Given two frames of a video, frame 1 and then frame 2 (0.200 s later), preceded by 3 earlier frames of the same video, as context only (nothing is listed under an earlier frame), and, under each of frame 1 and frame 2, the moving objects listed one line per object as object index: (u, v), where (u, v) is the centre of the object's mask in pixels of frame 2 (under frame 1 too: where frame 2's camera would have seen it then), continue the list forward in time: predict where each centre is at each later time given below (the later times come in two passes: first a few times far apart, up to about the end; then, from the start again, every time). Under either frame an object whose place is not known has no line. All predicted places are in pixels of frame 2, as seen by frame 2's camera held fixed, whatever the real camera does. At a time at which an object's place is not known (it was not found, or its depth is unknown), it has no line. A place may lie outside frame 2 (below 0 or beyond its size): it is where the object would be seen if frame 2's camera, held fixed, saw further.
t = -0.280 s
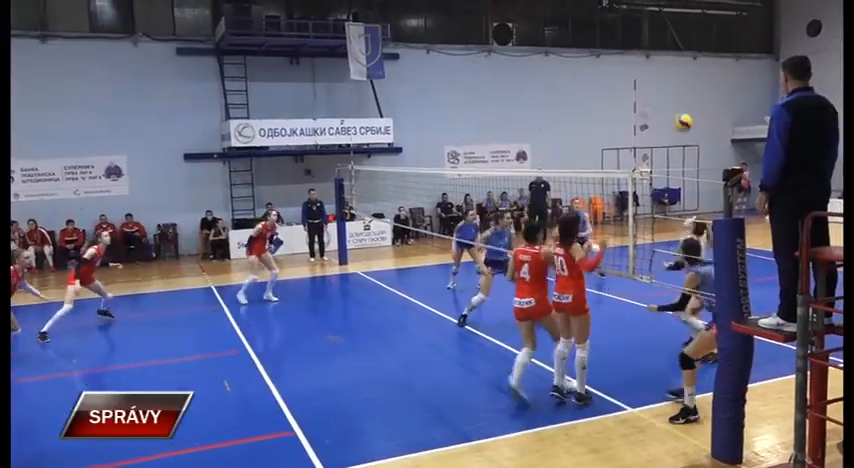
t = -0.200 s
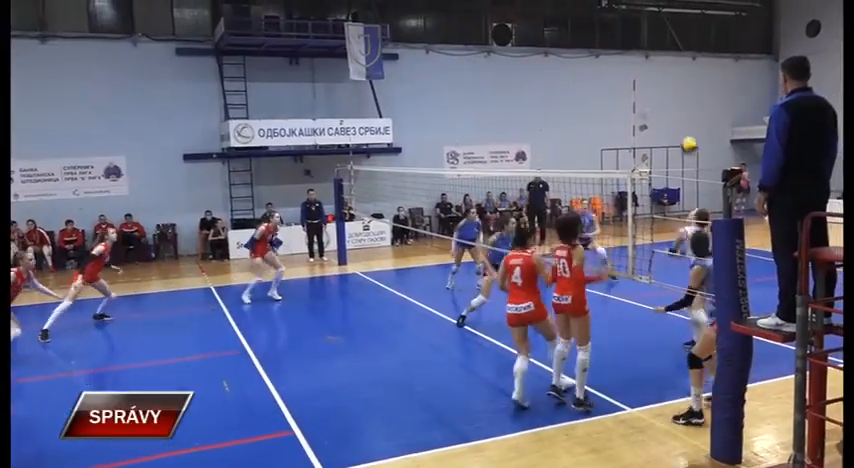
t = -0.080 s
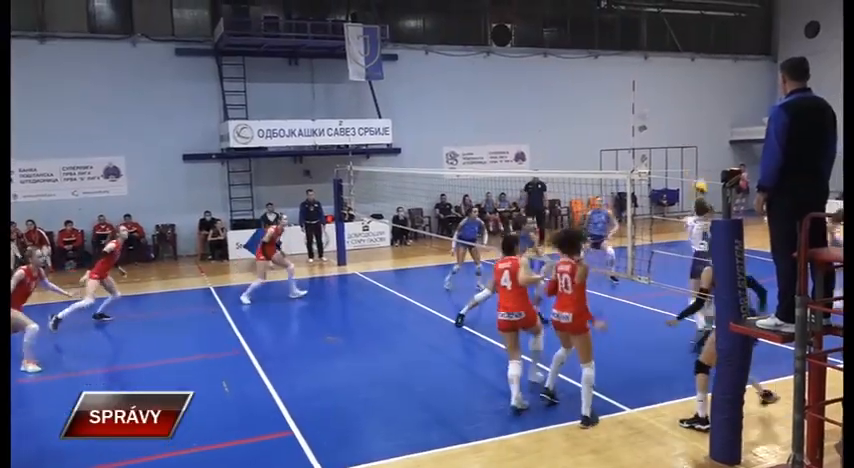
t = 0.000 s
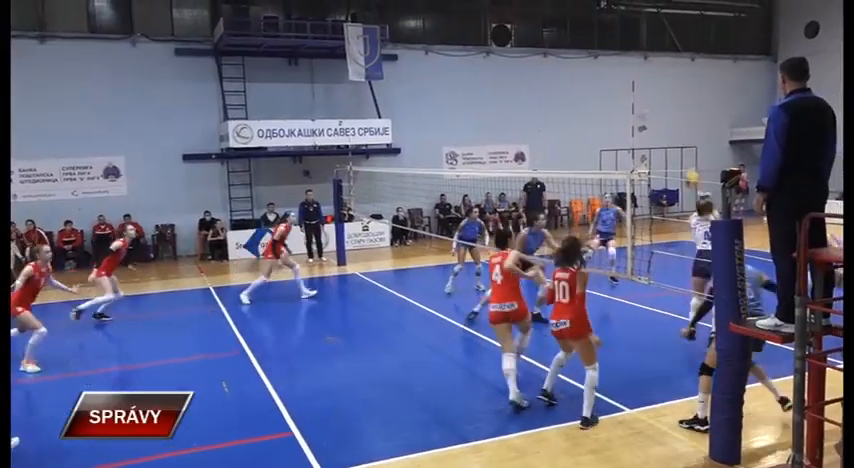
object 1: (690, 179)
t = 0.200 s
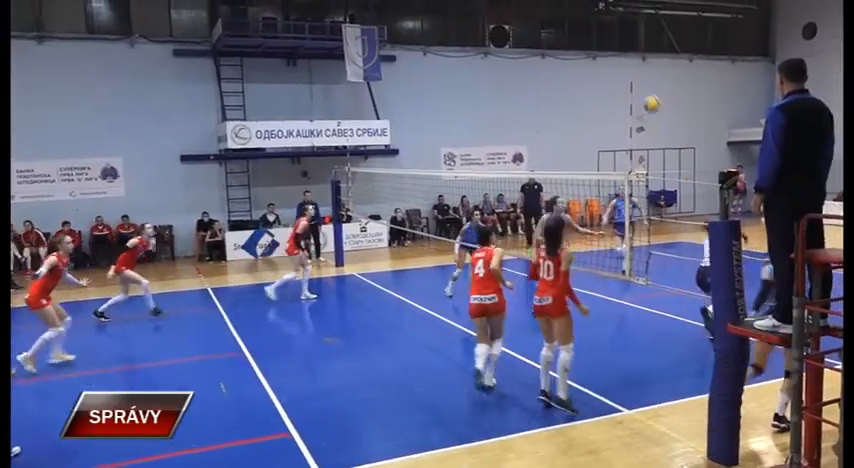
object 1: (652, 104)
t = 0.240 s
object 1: (644, 93)
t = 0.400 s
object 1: (614, 60)
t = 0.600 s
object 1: (578, 47)
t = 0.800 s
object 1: (544, 64)
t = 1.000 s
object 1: (512, 108)
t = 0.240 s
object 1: (644, 93)
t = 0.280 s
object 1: (636, 83)
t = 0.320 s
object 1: (629, 74)
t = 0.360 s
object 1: (622, 66)
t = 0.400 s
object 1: (614, 60)
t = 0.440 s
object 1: (607, 55)
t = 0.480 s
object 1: (599, 51)
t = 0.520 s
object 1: (592, 48)
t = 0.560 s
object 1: (585, 47)
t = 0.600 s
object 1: (578, 47)
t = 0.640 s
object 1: (571, 48)
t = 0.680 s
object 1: (564, 50)
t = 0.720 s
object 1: (557, 54)
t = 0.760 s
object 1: (549, 58)
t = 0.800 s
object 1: (544, 64)
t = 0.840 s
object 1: (537, 70)
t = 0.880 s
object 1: (531, 78)
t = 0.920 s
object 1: (525, 86)
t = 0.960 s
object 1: (518, 96)
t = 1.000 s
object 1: (512, 108)
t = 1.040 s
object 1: (506, 119)
